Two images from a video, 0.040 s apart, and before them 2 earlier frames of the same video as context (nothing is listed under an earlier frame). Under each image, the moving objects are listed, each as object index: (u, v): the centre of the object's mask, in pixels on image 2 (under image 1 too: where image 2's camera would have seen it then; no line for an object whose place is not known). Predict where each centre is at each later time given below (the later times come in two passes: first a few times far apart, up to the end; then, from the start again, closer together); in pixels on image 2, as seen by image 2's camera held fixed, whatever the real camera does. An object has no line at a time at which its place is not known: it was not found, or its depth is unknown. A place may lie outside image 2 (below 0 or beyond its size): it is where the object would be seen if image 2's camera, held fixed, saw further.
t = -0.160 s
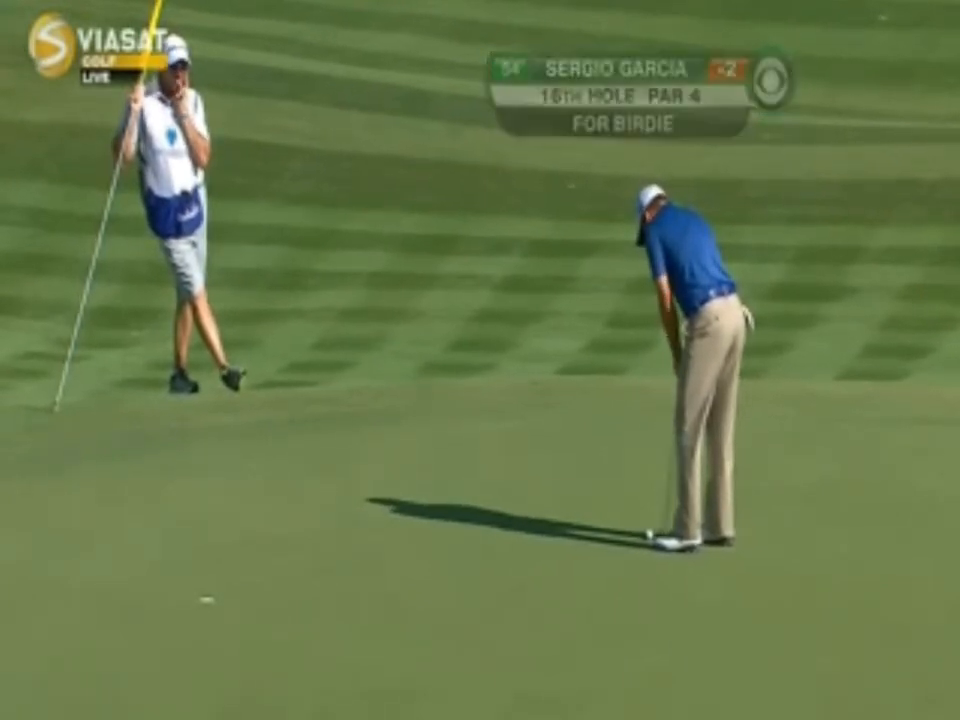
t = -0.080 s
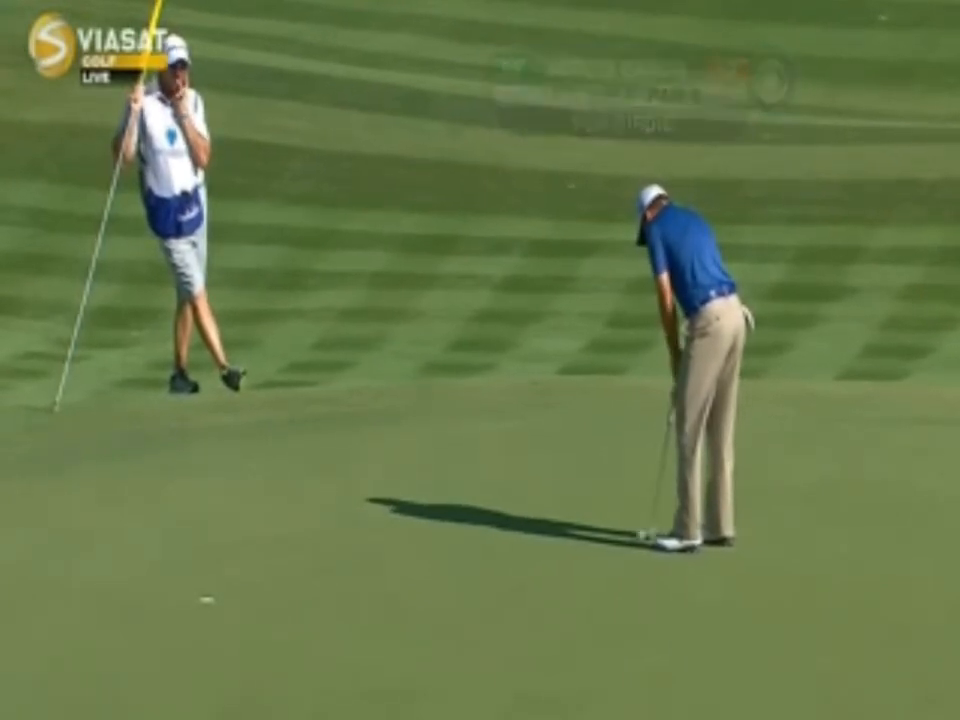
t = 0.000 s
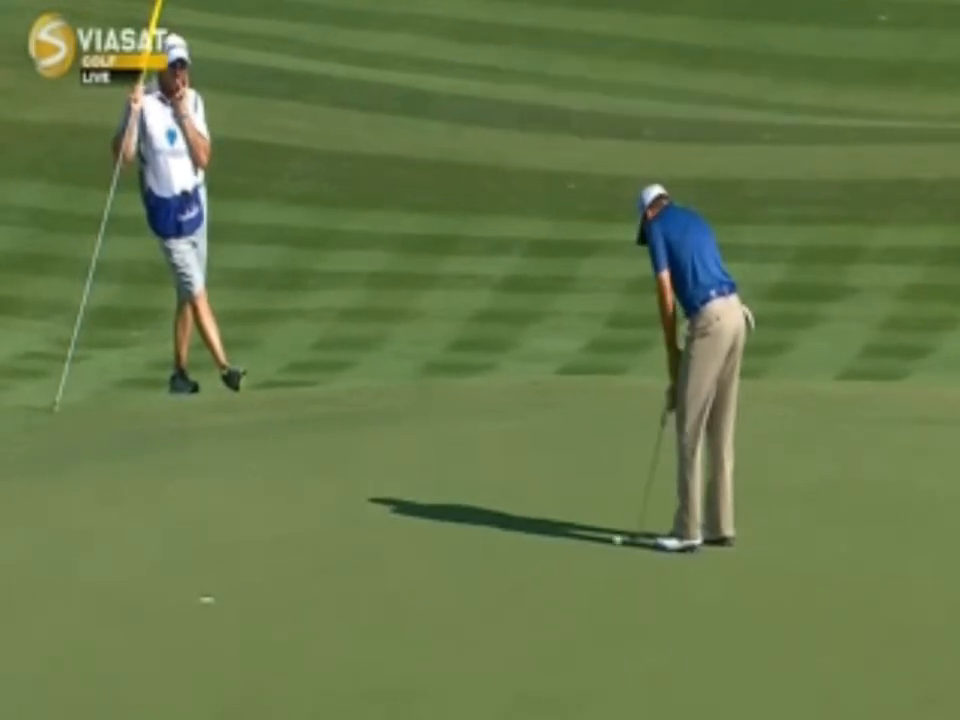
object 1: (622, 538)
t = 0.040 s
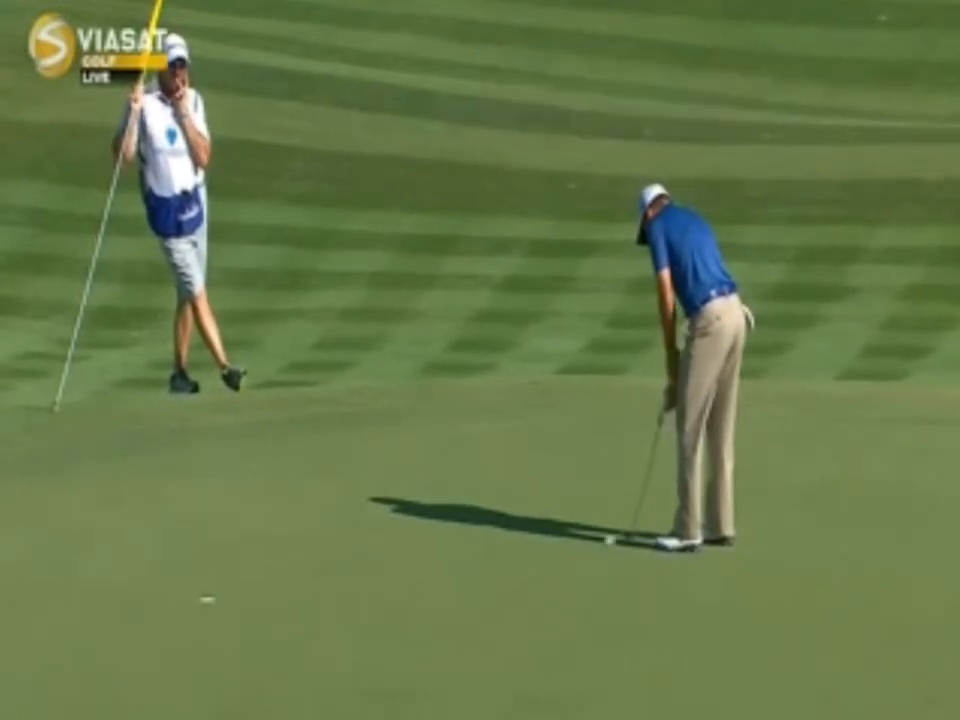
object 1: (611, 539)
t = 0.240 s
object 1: (565, 548)
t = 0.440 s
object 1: (521, 555)
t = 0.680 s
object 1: (471, 563)
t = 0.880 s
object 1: (433, 568)
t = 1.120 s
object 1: (389, 575)
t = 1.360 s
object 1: (347, 581)
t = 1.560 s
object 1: (315, 586)
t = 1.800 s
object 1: (278, 591)
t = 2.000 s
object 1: (250, 595)
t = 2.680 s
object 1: (169, 606)
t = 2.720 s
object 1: (165, 607)
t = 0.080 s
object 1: (601, 542)
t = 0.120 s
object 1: (591, 544)
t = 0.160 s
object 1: (582, 545)
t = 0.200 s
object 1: (573, 547)
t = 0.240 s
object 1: (565, 548)
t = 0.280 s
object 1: (555, 550)
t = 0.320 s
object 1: (547, 551)
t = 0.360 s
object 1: (539, 552)
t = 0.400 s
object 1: (530, 554)
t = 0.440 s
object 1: (521, 555)
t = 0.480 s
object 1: (513, 557)
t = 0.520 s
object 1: (505, 558)
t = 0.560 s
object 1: (496, 559)
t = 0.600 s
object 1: (488, 560)
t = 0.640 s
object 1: (480, 561)
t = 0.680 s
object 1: (471, 563)
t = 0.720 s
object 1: (464, 565)
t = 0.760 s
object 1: (456, 566)
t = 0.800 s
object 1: (448, 566)
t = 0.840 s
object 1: (440, 567)
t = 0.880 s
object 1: (433, 568)
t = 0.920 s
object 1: (425, 570)
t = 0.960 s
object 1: (417, 571)
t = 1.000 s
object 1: (410, 573)
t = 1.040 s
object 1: (403, 573)
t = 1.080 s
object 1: (395, 574)
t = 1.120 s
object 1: (389, 575)
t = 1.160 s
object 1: (382, 576)
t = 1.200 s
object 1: (374, 577)
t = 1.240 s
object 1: (367, 579)
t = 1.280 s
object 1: (361, 580)
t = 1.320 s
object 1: (354, 581)
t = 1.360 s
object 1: (347, 581)
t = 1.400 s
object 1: (341, 582)
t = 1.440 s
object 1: (334, 583)
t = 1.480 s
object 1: (328, 583)
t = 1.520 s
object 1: (321, 585)
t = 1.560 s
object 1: (315, 586)
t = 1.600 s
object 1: (309, 588)
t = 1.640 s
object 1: (303, 588)
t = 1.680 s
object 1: (296, 589)
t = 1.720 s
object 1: (291, 589)
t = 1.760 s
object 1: (285, 590)
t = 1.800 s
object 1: (278, 591)
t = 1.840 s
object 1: (273, 592)
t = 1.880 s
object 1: (267, 593)
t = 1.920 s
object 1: (261, 594)
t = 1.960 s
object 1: (256, 595)
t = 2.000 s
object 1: (250, 595)
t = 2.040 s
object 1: (245, 596)
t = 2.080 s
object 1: (240, 596)
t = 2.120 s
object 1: (234, 597)
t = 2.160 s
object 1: (229, 598)
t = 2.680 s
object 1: (169, 606)
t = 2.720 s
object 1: (165, 607)
